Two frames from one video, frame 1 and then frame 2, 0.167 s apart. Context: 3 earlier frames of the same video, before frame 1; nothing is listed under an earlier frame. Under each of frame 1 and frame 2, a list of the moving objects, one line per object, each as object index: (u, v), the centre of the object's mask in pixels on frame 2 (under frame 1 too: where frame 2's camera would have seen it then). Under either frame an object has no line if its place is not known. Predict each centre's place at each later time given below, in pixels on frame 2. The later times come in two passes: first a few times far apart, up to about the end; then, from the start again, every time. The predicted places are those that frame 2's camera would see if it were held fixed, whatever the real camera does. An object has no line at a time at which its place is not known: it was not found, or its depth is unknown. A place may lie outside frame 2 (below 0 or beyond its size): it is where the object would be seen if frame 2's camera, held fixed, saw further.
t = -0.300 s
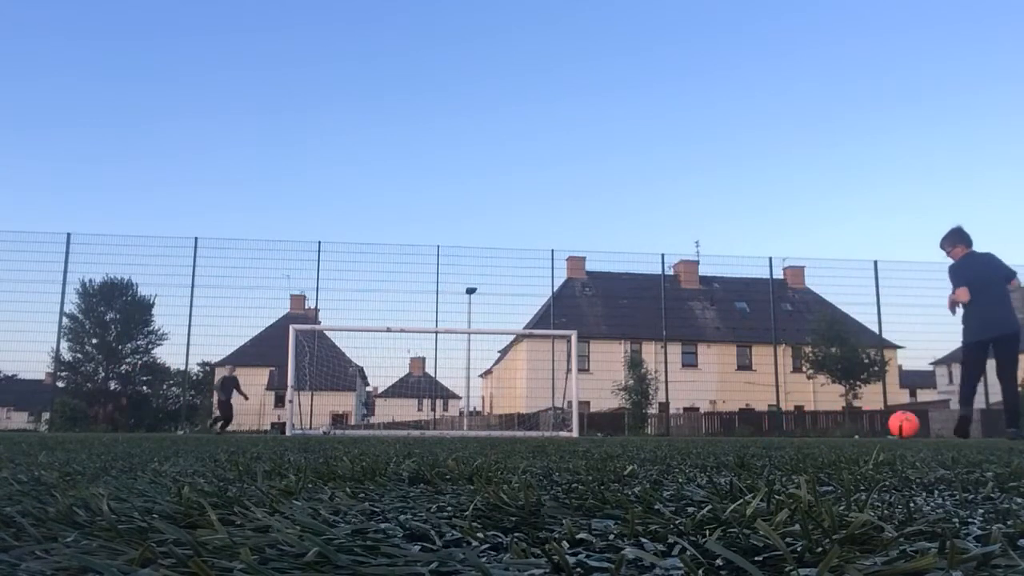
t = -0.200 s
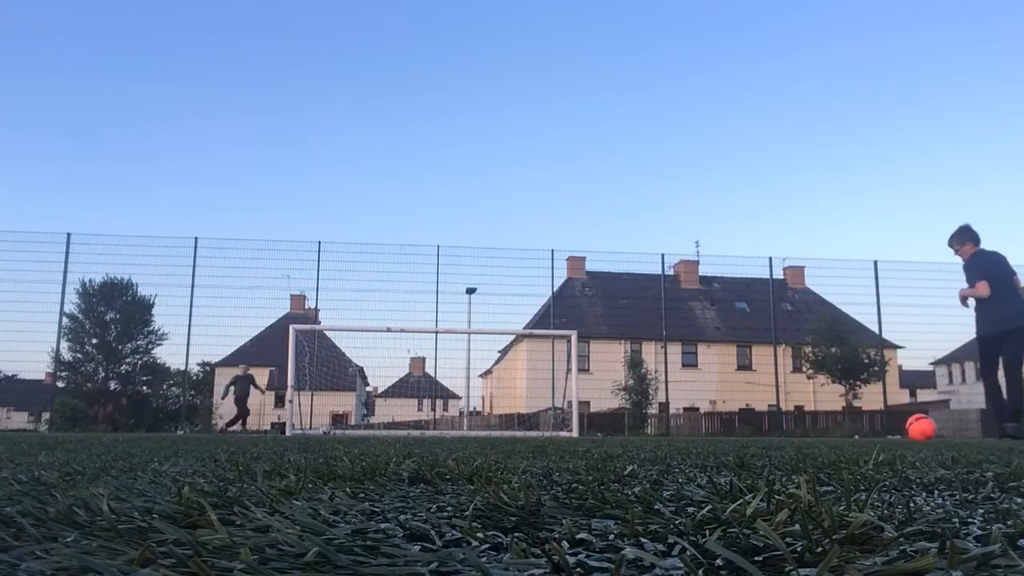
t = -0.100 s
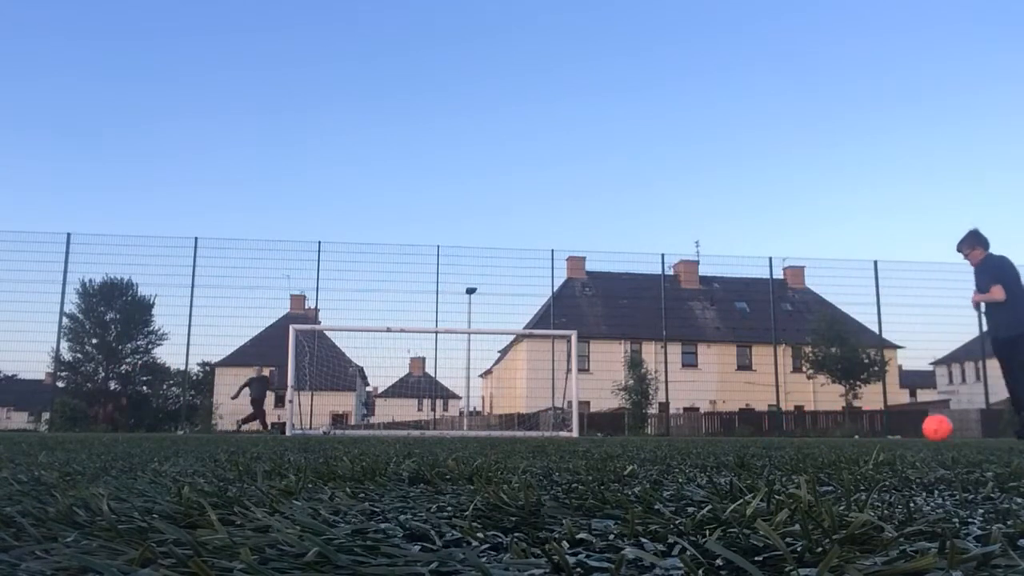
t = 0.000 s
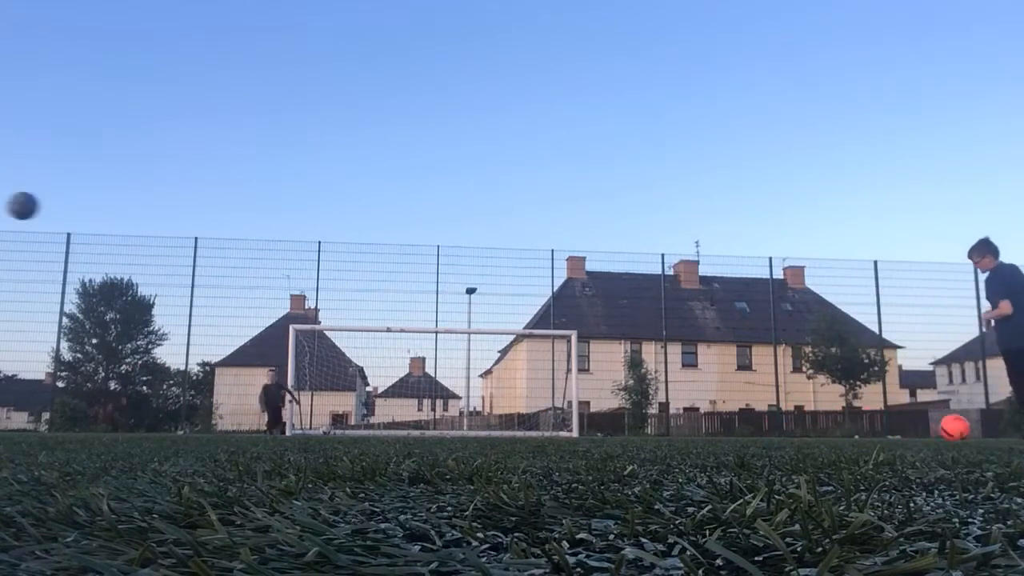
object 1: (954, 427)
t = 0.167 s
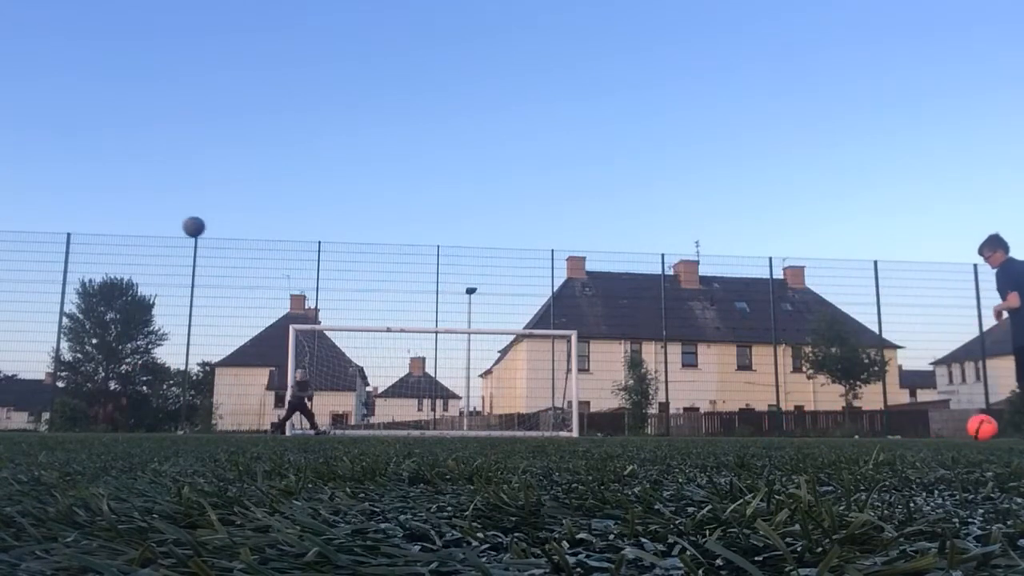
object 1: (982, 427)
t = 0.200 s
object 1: (987, 427)
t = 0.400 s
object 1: (1013, 426)
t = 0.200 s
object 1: (987, 427)
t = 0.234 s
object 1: (992, 427)
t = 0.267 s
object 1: (997, 427)
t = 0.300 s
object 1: (1002, 427)
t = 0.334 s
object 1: (1007, 427)
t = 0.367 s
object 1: (1010, 427)
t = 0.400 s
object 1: (1013, 426)
